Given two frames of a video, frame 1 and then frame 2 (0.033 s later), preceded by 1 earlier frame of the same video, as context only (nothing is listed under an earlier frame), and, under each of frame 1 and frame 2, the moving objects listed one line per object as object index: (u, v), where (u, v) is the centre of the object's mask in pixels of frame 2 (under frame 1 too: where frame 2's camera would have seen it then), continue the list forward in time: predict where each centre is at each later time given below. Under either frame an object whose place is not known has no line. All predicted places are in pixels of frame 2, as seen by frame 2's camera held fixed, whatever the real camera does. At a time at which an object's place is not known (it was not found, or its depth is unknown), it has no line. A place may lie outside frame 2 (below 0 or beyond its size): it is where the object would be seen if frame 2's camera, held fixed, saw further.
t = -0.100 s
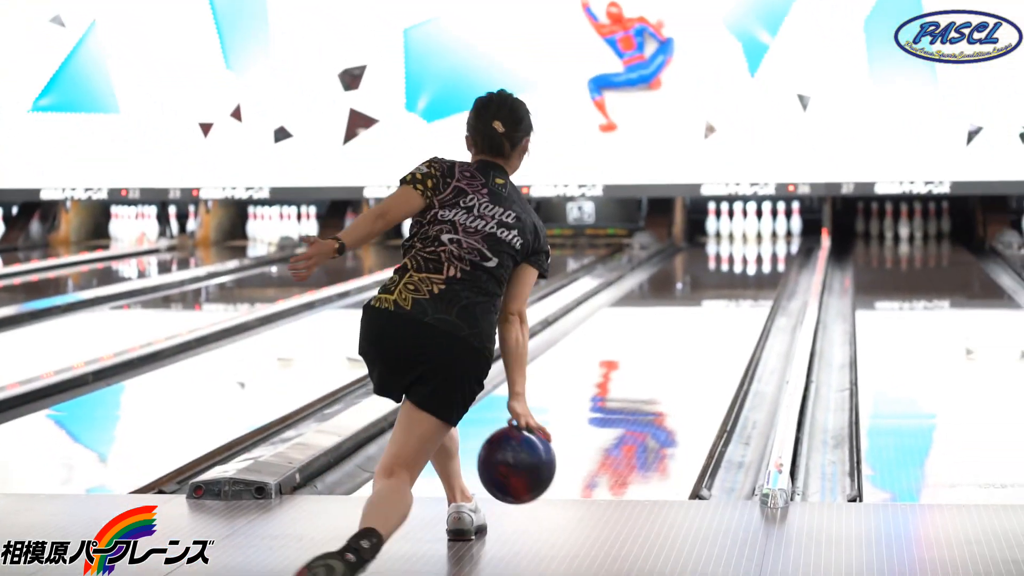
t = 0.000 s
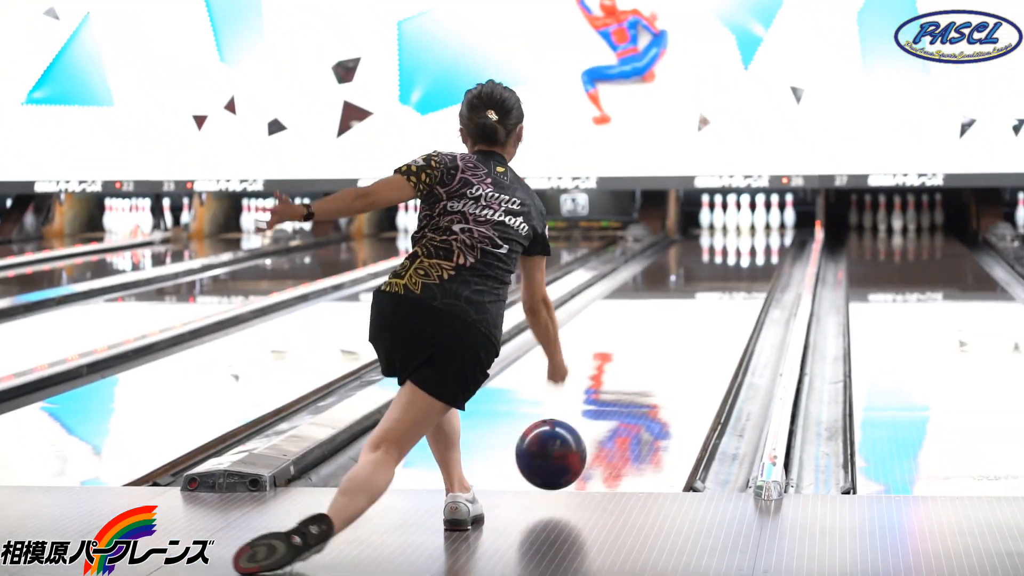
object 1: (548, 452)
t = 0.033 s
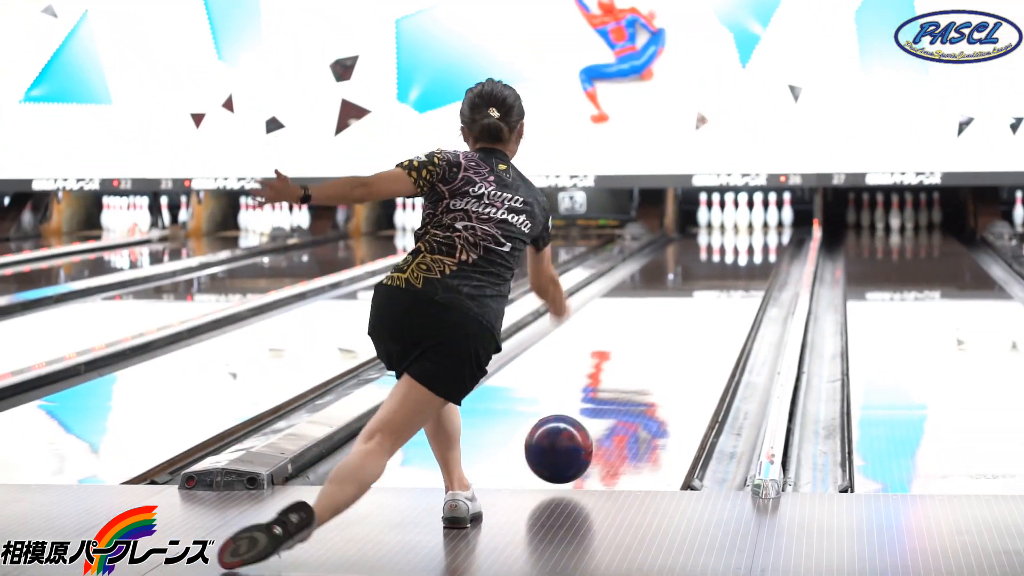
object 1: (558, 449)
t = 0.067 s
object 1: (569, 444)
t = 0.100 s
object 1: (578, 433)
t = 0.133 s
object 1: (586, 425)
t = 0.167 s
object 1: (594, 416)
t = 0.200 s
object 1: (601, 409)
